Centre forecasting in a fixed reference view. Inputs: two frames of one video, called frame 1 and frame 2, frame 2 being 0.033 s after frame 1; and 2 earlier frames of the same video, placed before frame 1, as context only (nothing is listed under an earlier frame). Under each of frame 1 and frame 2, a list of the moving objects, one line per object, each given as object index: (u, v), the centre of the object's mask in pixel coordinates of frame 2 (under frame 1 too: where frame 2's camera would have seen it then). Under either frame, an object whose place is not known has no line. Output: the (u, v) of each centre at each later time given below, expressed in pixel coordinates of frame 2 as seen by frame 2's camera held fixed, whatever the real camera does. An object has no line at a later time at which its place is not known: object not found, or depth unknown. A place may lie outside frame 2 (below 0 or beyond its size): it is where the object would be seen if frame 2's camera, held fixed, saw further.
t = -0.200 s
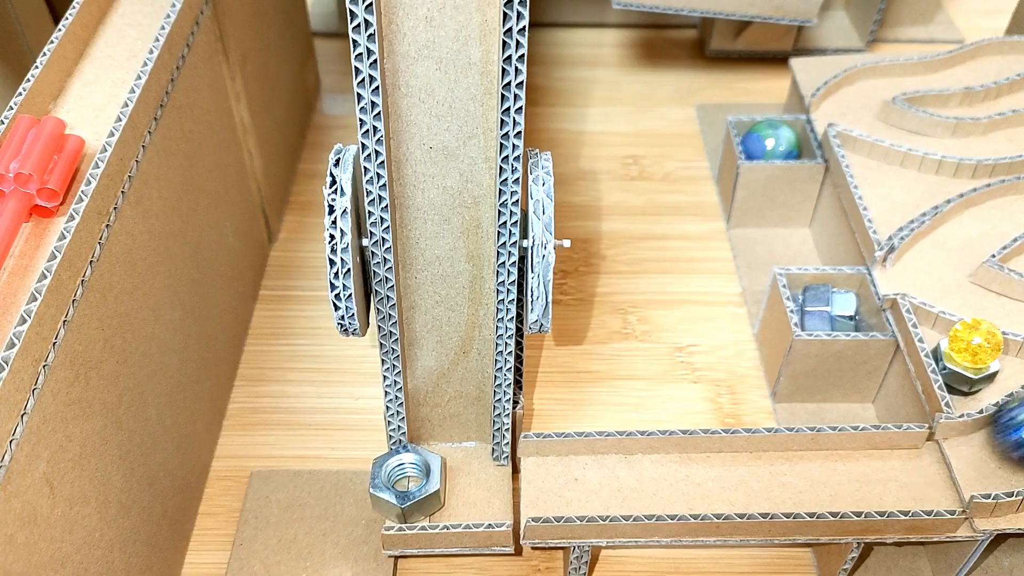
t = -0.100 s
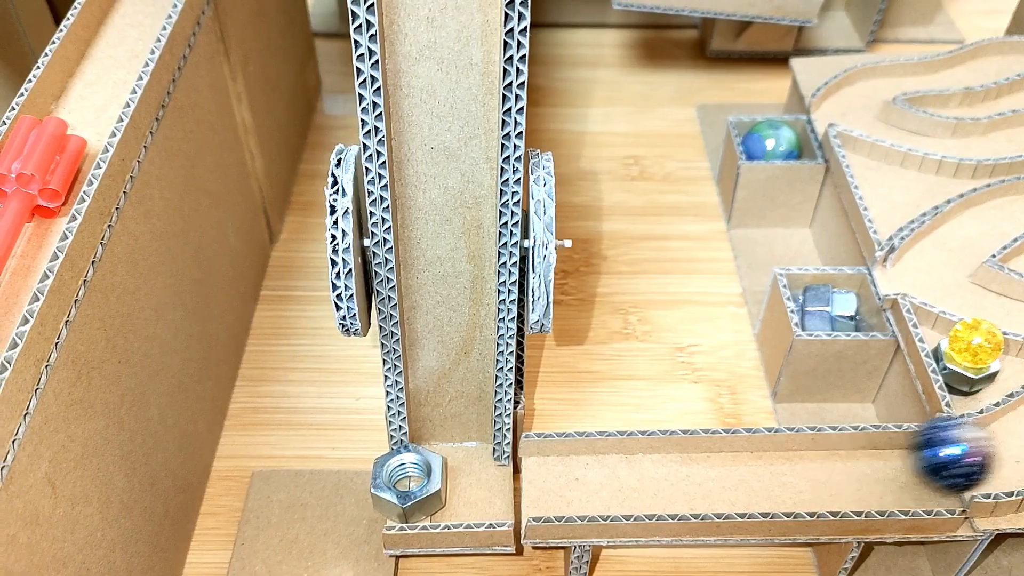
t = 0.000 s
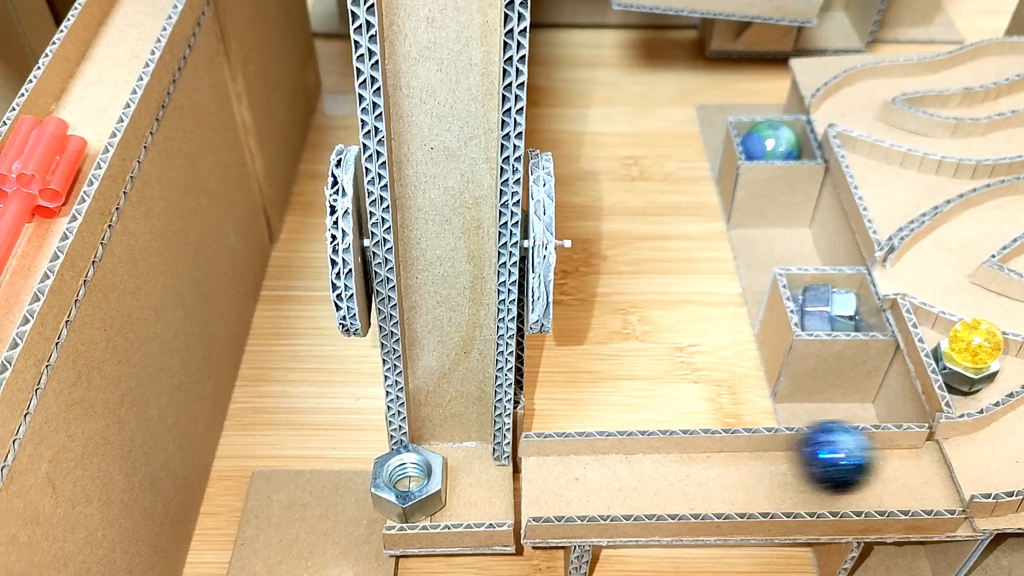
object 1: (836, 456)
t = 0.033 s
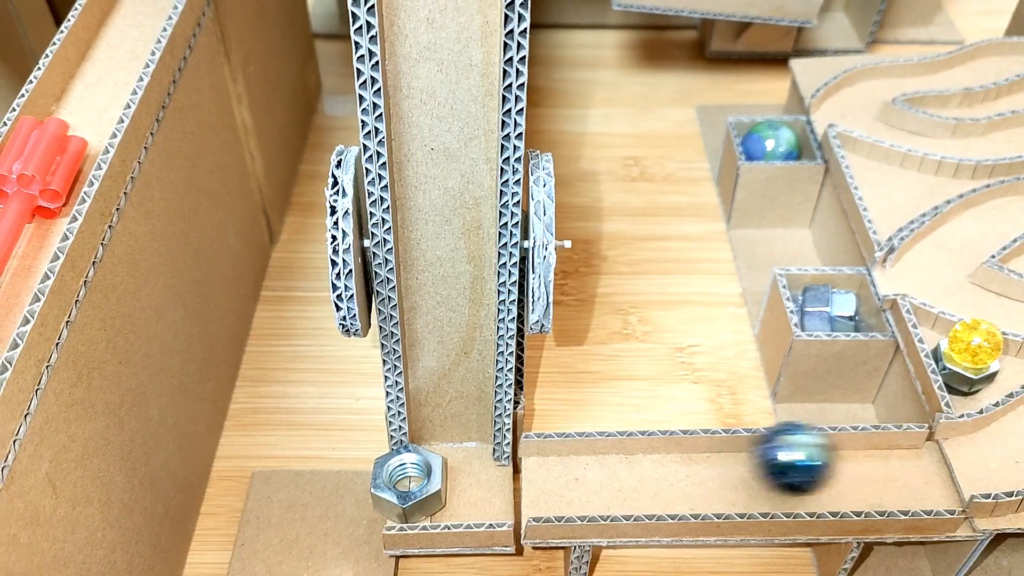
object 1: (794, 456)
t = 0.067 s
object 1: (753, 458)
